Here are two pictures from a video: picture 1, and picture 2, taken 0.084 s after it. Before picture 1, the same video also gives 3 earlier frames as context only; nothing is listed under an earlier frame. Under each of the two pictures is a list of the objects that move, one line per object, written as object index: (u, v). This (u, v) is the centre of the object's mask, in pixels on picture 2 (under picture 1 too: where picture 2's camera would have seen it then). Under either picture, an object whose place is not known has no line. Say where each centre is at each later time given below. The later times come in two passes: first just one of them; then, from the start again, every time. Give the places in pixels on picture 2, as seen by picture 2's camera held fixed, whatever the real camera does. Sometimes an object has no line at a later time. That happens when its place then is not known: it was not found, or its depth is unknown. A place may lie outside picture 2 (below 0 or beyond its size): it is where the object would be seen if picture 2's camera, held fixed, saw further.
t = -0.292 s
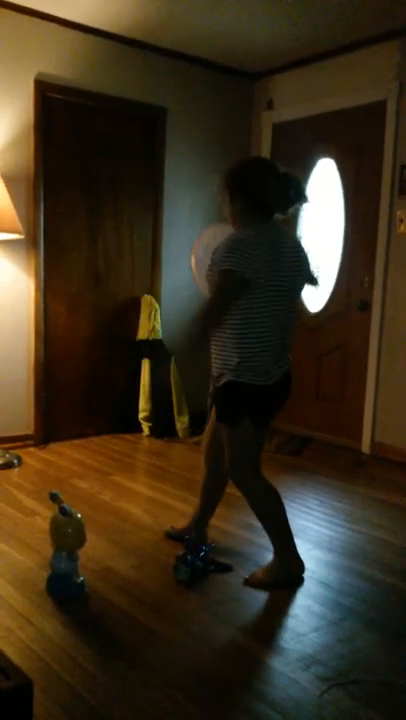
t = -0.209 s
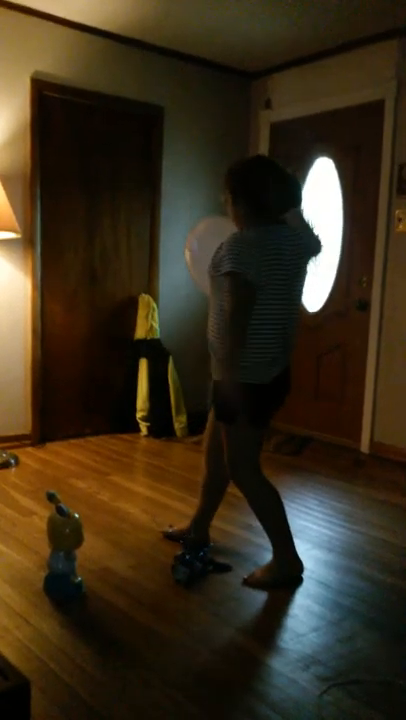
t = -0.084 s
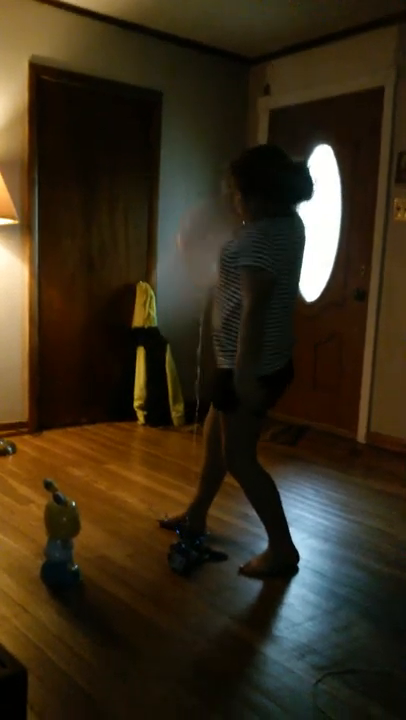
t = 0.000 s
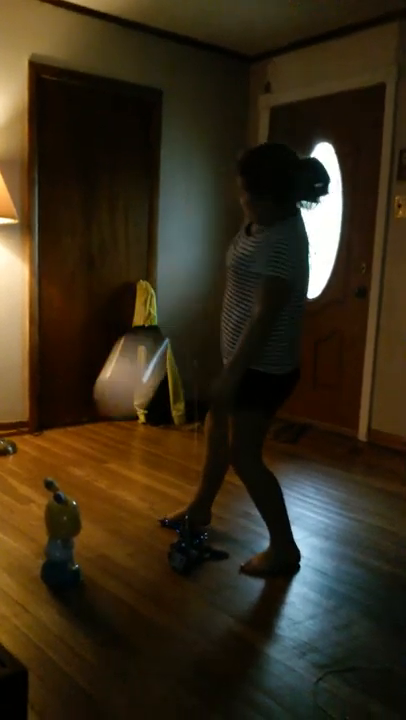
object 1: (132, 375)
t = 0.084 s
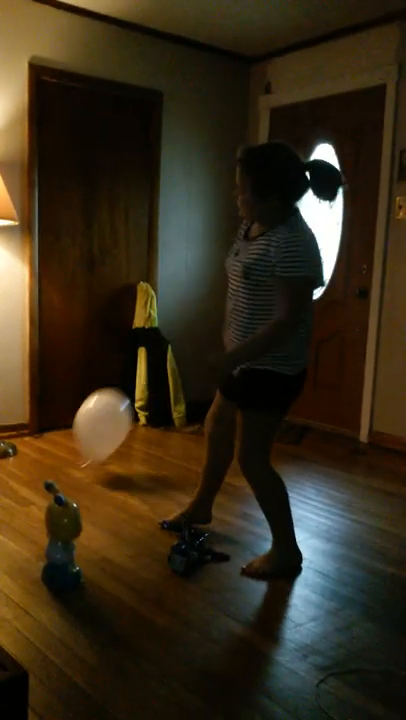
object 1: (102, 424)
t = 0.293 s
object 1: (83, 438)
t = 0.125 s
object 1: (95, 434)
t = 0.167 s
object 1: (91, 439)
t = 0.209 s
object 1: (87, 443)
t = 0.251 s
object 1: (84, 442)
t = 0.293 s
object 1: (83, 438)
